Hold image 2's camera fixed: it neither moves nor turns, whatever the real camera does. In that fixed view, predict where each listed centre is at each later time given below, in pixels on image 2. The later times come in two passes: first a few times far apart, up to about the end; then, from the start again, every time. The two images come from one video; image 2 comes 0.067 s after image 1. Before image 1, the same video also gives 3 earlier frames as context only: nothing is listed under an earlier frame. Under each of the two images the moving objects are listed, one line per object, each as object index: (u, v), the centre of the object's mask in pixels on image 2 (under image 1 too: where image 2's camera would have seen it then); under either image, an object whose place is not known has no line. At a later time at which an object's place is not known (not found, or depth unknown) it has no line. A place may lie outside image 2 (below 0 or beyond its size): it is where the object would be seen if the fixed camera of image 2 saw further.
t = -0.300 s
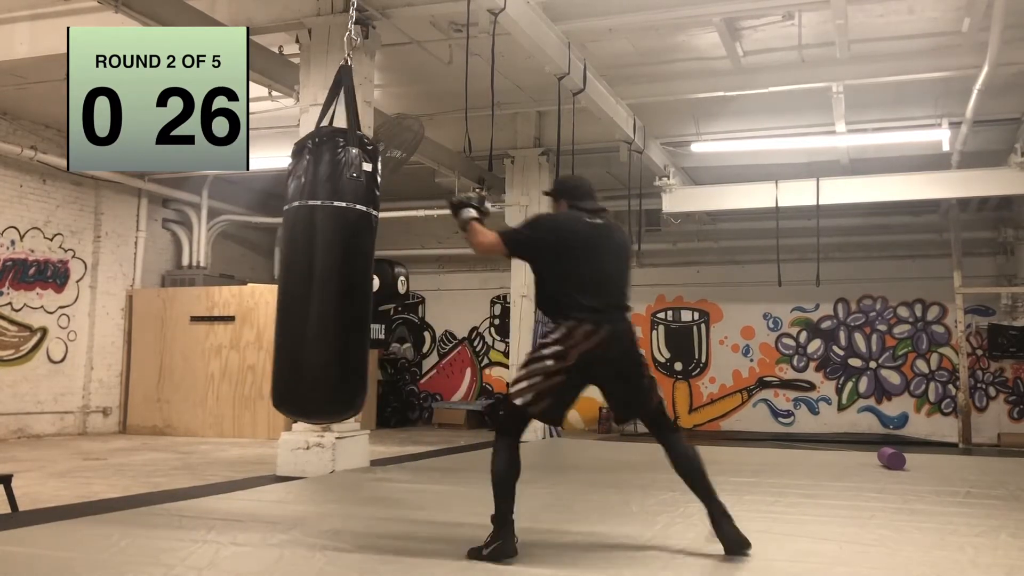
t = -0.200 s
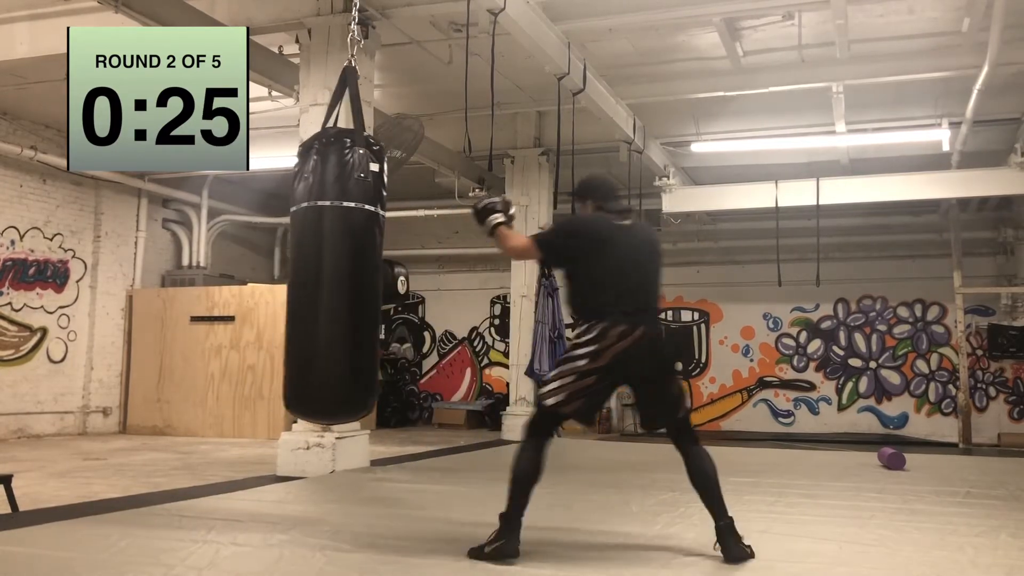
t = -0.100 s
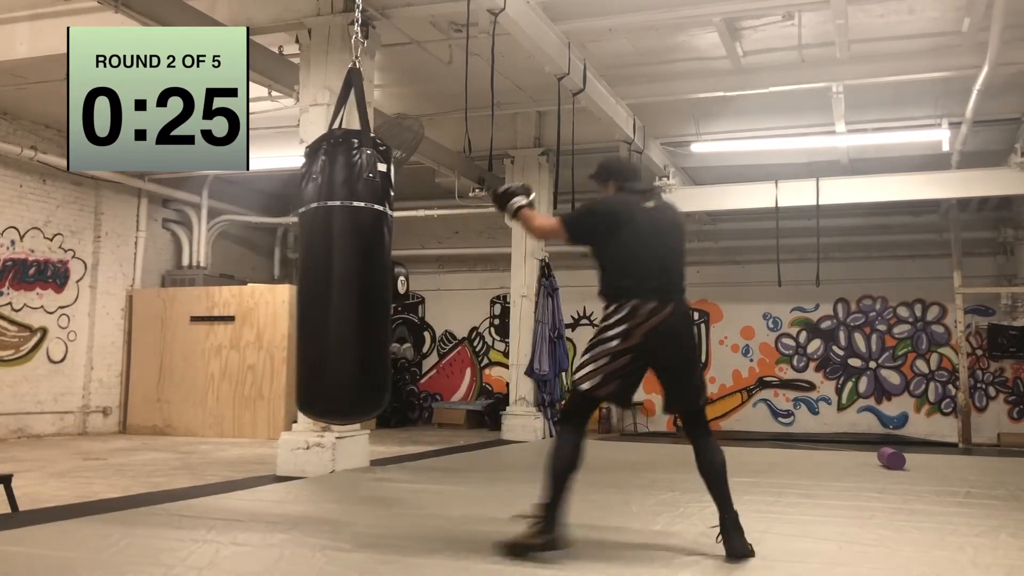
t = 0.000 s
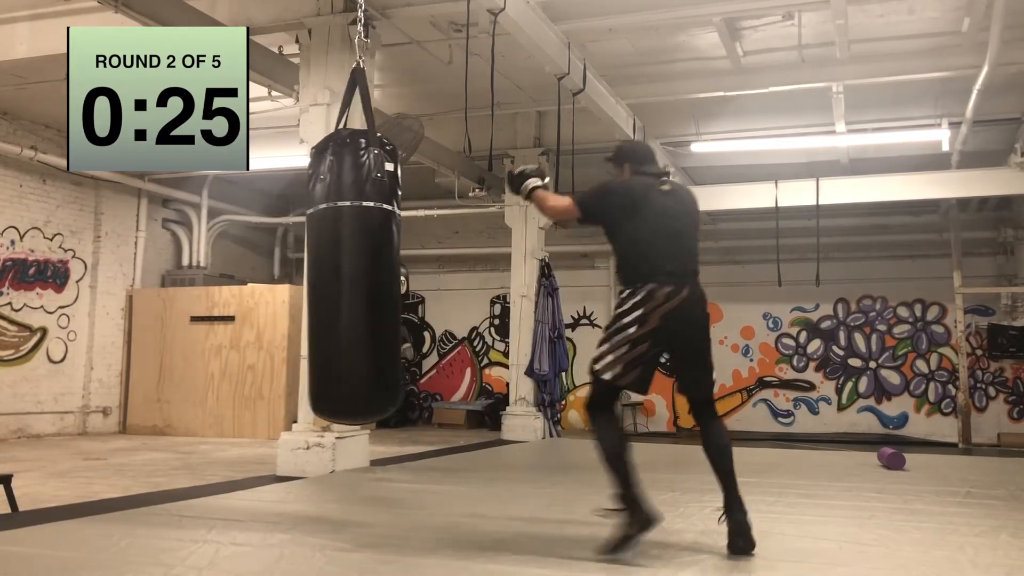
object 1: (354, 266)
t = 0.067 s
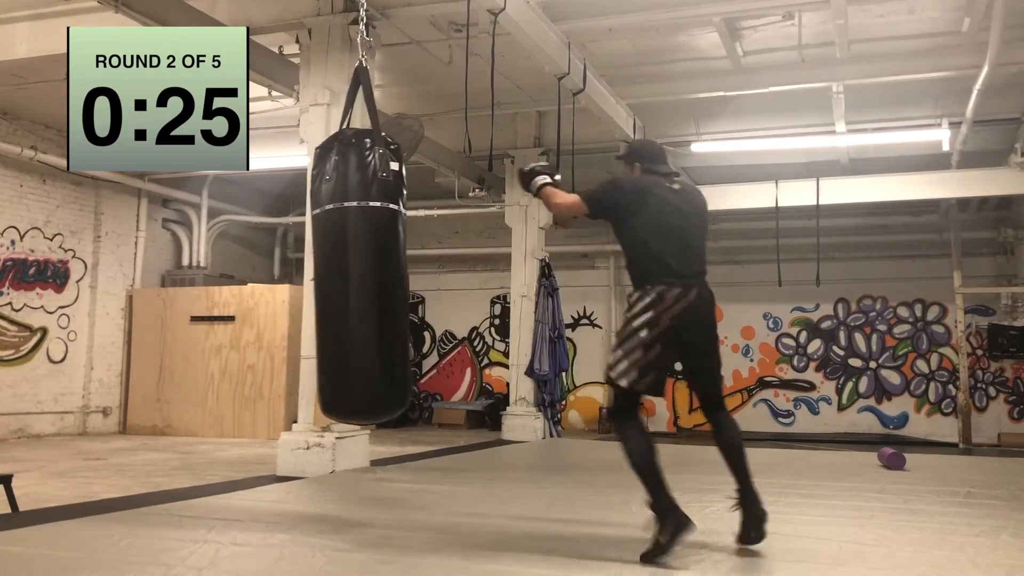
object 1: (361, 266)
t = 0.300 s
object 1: (381, 266)
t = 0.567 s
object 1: (395, 264)
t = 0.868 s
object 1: (395, 264)
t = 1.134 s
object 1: (381, 266)
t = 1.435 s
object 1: (354, 266)
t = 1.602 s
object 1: (339, 266)
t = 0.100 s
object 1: (364, 266)
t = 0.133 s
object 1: (367, 266)
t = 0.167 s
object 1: (370, 265)
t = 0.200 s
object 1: (373, 266)
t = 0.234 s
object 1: (375, 266)
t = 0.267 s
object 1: (378, 266)
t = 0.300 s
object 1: (381, 266)
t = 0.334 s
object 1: (383, 266)
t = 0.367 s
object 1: (385, 266)
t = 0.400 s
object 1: (388, 265)
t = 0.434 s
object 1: (389, 265)
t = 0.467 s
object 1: (391, 265)
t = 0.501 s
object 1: (393, 265)
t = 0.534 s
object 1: (394, 264)
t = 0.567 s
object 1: (395, 264)
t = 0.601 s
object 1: (396, 264)
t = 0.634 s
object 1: (397, 265)
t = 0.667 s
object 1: (397, 265)
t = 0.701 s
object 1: (397, 265)
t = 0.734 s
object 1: (398, 264)
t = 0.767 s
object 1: (397, 265)
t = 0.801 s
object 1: (397, 265)
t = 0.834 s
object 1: (396, 264)
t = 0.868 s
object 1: (395, 264)
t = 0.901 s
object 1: (394, 264)
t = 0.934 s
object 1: (393, 264)
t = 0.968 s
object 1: (391, 265)
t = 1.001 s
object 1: (389, 265)
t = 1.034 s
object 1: (387, 265)
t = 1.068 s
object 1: (385, 265)
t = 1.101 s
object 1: (383, 266)
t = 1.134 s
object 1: (381, 266)
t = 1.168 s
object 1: (378, 266)
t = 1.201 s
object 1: (375, 266)
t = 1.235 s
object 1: (373, 266)
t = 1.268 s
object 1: (370, 266)
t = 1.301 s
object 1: (367, 266)
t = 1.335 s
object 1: (364, 267)
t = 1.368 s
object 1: (360, 265)
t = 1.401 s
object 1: (357, 266)
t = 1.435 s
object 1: (354, 266)
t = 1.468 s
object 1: (351, 267)
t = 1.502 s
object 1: (348, 266)
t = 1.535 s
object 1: (345, 266)
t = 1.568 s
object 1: (342, 267)
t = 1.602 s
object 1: (339, 266)
